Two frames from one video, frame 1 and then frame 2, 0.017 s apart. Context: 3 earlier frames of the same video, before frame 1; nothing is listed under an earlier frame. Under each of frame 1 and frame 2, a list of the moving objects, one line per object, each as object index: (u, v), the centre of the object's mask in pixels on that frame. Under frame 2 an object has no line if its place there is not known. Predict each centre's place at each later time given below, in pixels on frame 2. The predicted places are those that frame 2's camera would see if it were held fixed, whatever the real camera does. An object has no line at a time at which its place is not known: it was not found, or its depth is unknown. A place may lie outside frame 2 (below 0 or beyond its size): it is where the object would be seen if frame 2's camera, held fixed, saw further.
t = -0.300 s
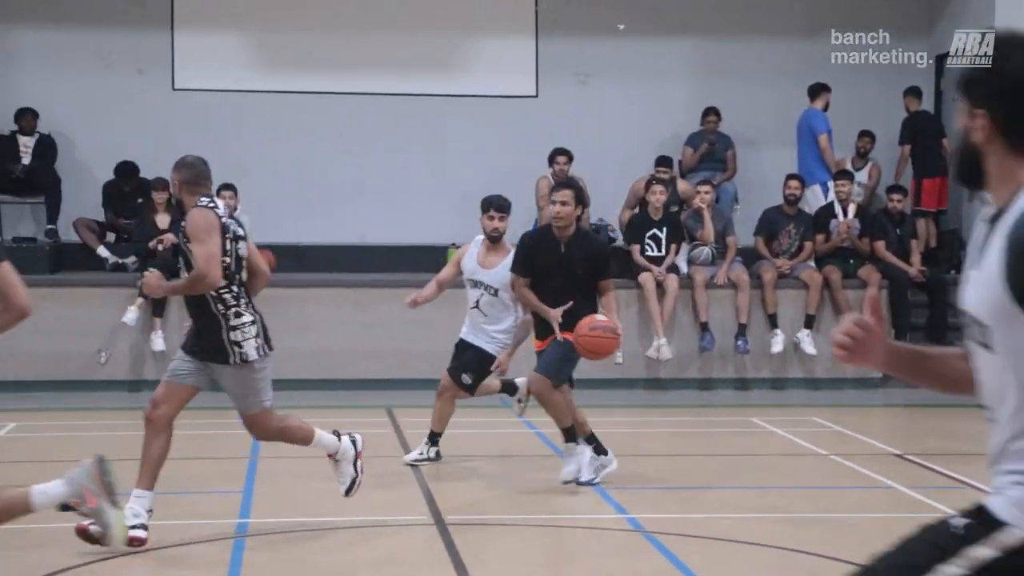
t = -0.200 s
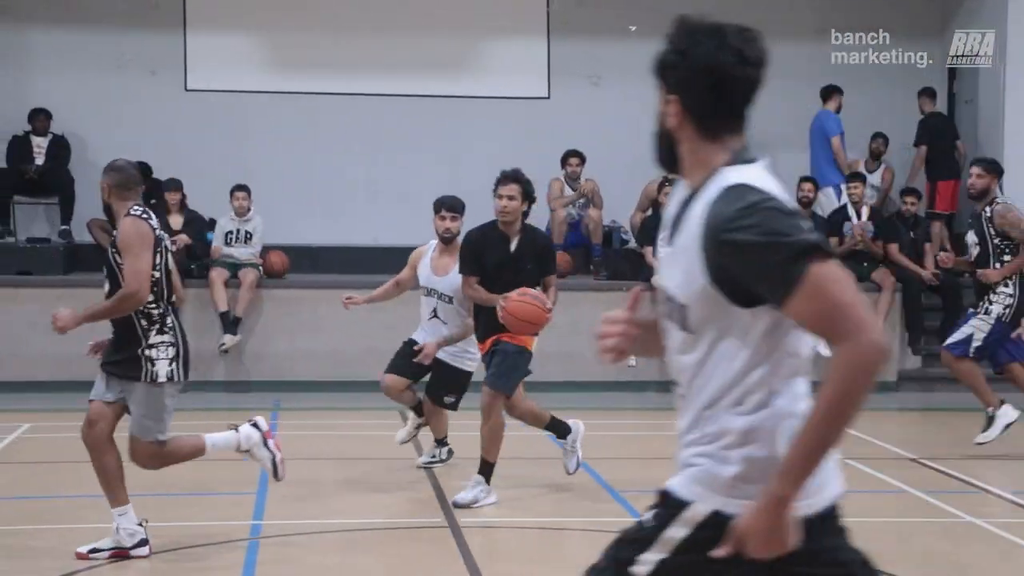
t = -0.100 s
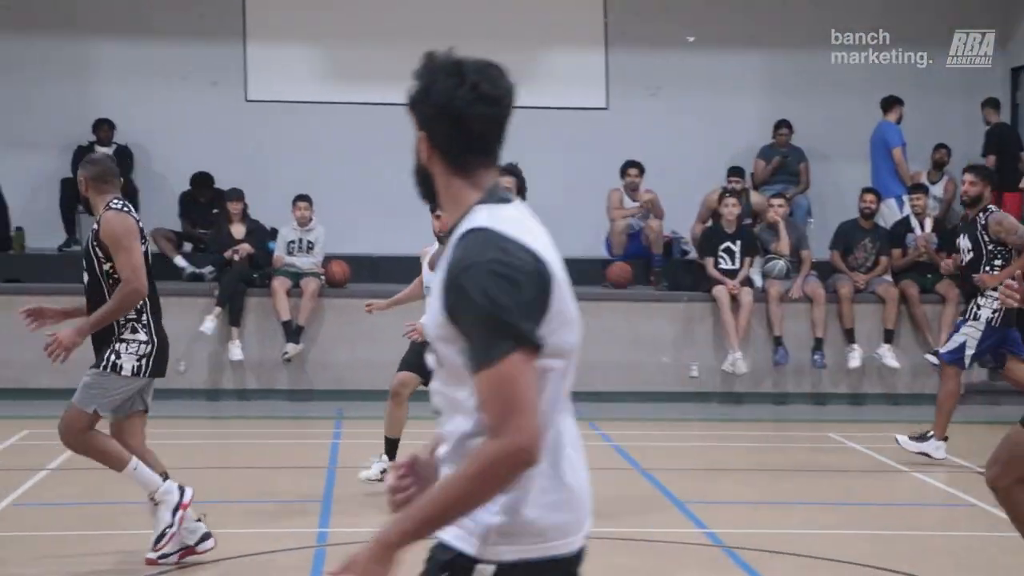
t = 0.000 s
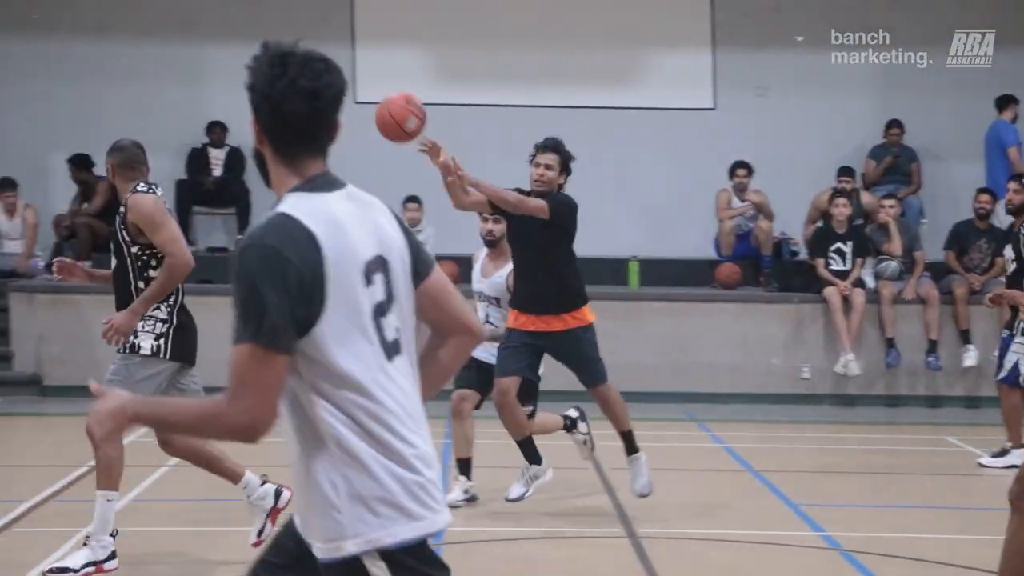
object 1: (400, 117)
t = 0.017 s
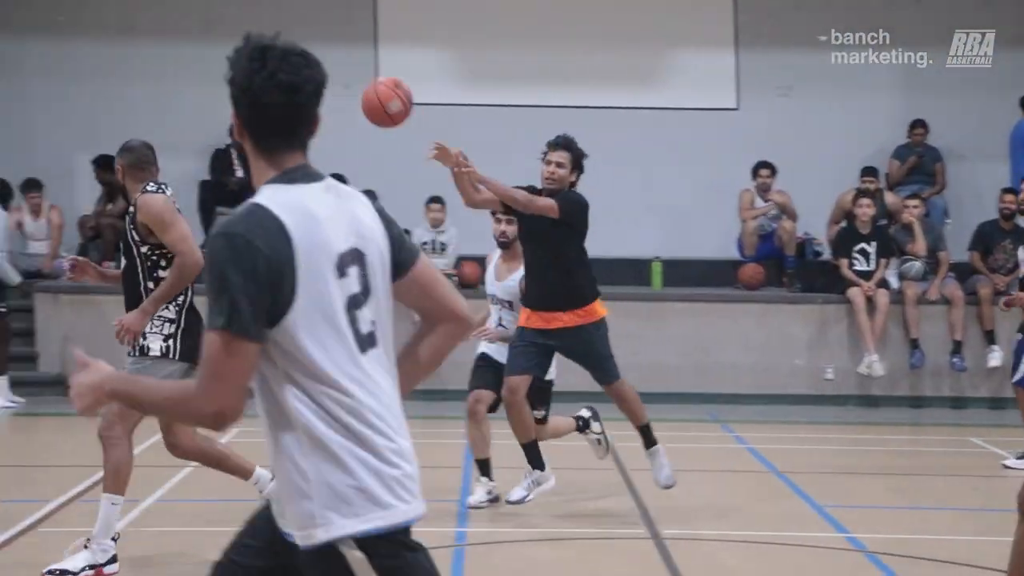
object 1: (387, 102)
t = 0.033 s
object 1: (347, 86)
